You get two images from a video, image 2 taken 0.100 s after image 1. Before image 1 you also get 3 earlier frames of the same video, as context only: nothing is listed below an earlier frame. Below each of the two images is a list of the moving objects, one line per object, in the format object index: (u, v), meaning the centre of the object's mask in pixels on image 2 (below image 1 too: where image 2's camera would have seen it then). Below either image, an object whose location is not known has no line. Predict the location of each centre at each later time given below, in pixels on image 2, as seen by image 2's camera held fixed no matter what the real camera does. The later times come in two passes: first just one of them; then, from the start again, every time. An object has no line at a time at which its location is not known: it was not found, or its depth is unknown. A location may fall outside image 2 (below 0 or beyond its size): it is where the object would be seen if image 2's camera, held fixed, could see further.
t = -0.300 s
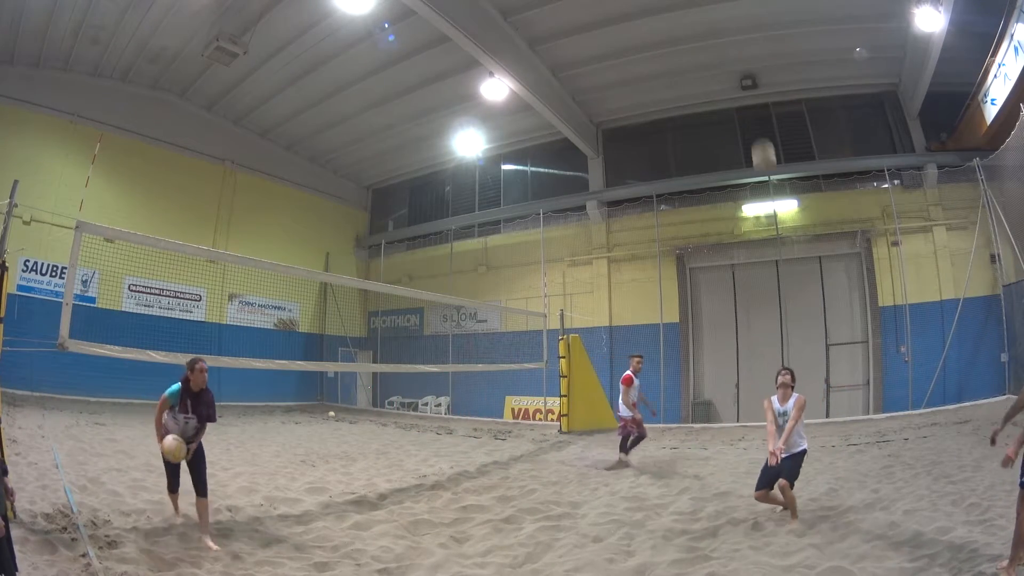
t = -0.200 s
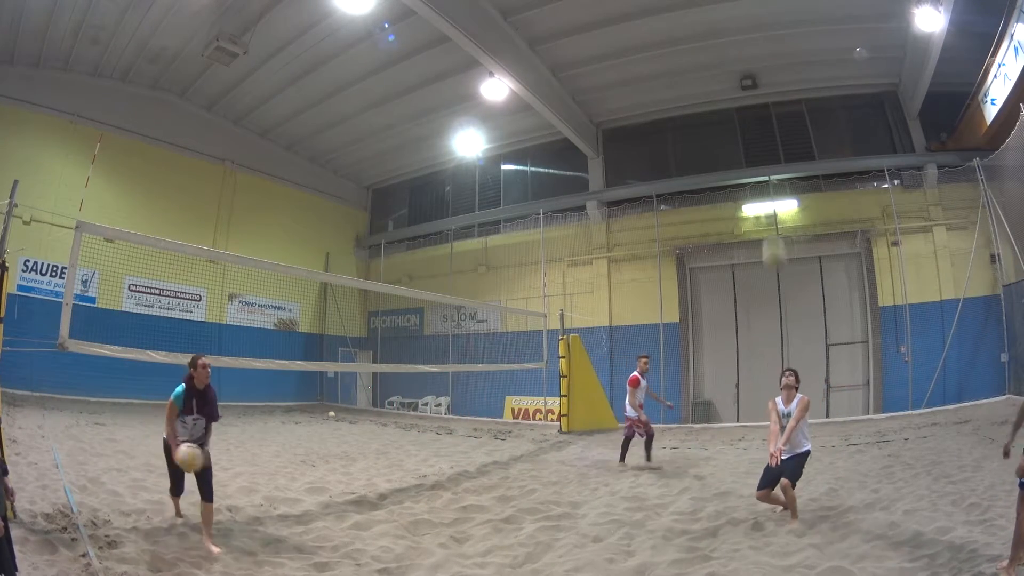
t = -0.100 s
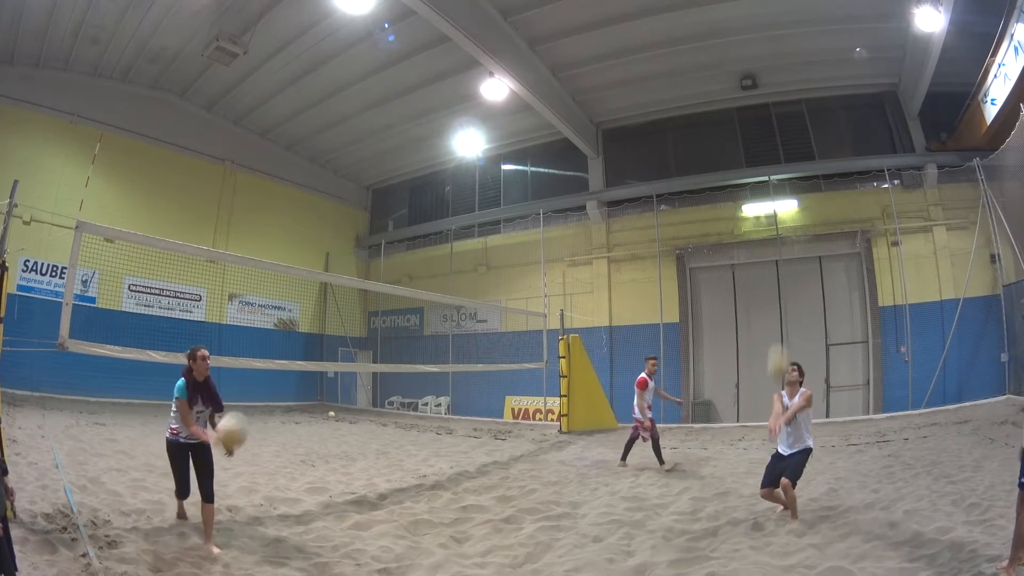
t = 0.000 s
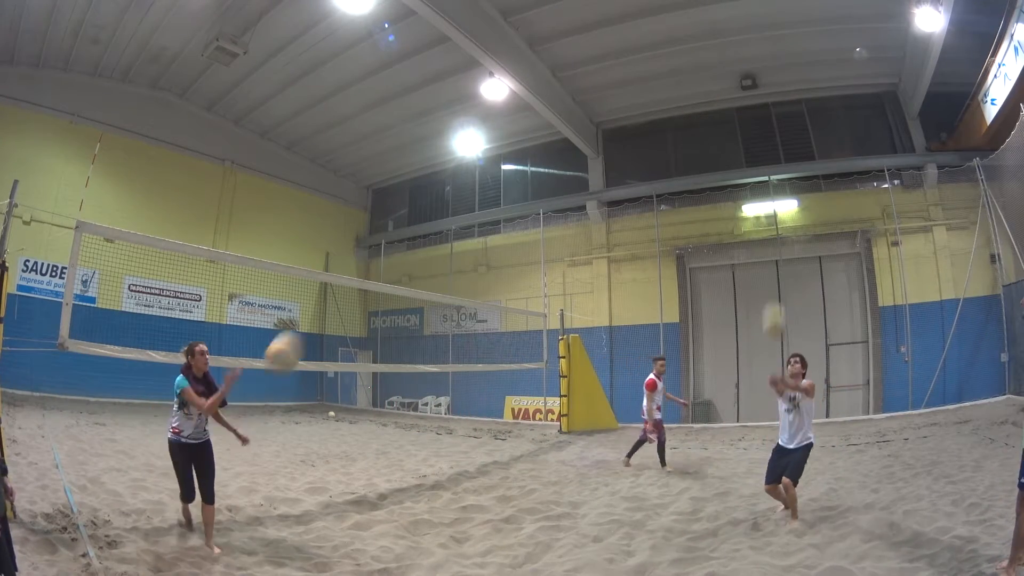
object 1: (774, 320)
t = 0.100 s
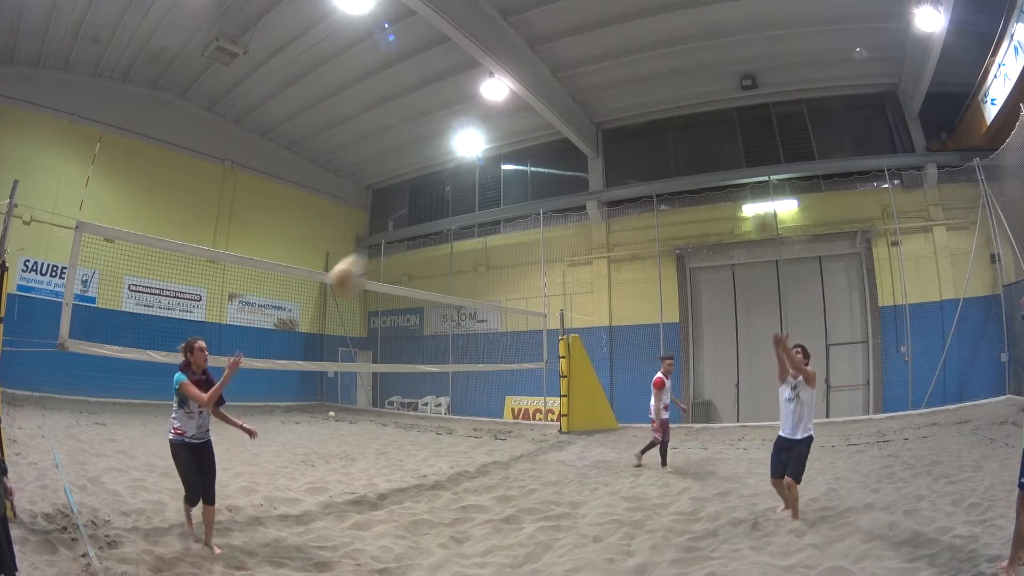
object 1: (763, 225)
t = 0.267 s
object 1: (734, 88)
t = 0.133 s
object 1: (758, 190)
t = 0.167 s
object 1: (752, 160)
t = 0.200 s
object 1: (747, 136)
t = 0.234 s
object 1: (741, 113)
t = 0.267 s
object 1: (734, 88)
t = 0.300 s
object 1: (728, 67)
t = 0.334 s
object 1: (721, 48)
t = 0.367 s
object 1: (716, 31)
